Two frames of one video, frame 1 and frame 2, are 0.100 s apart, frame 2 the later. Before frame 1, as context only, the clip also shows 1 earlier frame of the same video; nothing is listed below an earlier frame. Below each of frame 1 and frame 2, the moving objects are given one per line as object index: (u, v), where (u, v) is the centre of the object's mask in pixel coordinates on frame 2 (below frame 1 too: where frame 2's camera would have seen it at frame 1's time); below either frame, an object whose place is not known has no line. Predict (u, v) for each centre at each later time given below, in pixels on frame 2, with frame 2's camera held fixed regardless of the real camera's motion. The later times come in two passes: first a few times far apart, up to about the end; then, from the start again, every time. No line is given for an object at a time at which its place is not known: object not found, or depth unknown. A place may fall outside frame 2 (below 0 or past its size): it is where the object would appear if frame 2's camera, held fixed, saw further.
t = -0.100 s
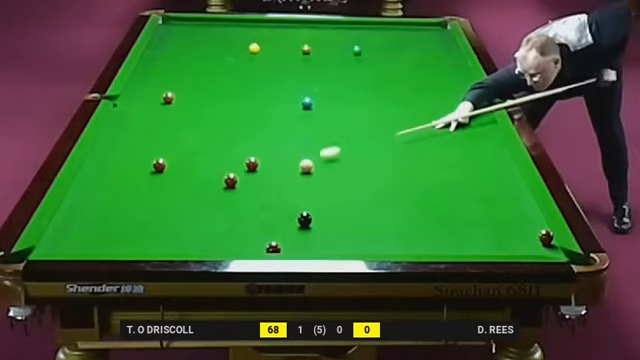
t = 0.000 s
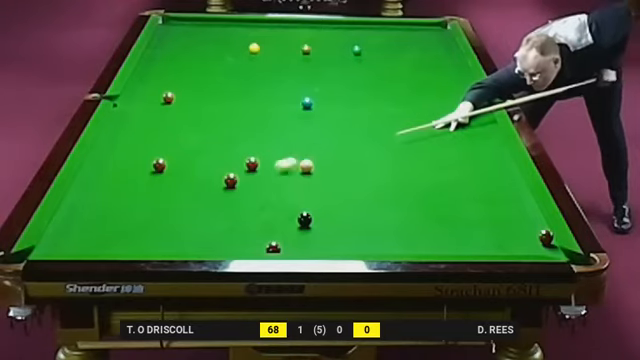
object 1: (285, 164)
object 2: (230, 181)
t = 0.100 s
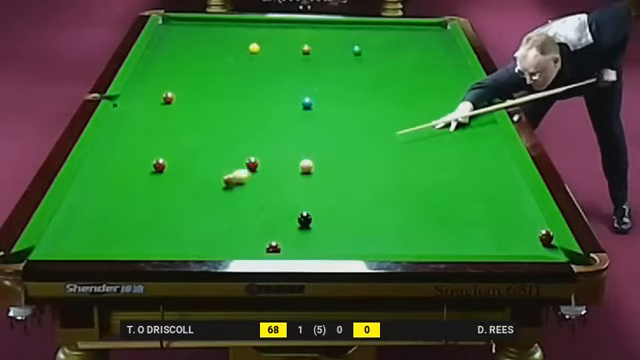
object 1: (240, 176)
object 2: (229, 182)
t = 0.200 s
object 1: (228, 175)
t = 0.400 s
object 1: (194, 176)
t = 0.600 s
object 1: (157, 179)
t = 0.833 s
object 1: (114, 182)
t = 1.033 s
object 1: (78, 185)
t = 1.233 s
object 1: (99, 186)
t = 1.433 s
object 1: (121, 188)
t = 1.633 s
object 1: (141, 189)
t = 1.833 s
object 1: (161, 191)
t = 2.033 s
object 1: (180, 193)
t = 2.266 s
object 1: (200, 194)
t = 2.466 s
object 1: (217, 195)
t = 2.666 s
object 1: (232, 197)
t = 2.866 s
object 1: (246, 198)
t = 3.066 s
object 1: (259, 200)
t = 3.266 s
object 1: (271, 201)
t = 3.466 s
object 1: (282, 202)
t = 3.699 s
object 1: (293, 204)
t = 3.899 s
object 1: (301, 204)
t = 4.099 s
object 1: (309, 205)
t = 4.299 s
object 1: (316, 206)
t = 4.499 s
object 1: (321, 207)
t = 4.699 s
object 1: (326, 208)
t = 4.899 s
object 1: (330, 209)
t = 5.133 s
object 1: (333, 209)
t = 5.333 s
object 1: (334, 210)
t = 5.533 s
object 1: (334, 210)
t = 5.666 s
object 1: (335, 210)
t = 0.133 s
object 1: (236, 176)
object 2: (216, 185)
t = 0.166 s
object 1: (233, 175)
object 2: (204, 190)
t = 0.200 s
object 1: (228, 175)
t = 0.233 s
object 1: (224, 175)
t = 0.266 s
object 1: (218, 175)
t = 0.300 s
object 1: (213, 175)
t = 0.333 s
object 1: (207, 175)
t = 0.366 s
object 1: (200, 176)
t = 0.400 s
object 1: (194, 176)
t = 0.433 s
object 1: (188, 177)
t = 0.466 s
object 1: (182, 177)
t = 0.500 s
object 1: (176, 178)
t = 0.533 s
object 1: (169, 178)
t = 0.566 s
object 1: (163, 179)
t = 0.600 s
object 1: (157, 179)
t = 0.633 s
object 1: (150, 180)
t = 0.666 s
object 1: (144, 180)
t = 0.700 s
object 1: (138, 181)
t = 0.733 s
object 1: (132, 181)
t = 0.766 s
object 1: (126, 182)
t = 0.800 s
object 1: (119, 182)
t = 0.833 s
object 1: (114, 182)
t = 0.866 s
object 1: (107, 183)
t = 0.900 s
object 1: (102, 183)
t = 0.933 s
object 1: (95, 184)
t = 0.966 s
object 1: (89, 184)
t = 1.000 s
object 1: (83, 184)
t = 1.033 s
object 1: (78, 185)
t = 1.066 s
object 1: (79, 185)
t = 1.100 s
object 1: (83, 185)
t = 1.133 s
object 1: (87, 186)
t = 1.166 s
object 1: (91, 186)
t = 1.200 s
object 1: (95, 186)
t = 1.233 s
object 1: (99, 186)
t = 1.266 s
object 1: (103, 187)
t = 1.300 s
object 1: (106, 187)
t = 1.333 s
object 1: (110, 187)
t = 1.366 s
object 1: (114, 187)
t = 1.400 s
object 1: (117, 188)
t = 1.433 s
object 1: (121, 188)
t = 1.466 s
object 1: (124, 188)
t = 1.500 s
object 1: (128, 188)
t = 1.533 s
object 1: (131, 188)
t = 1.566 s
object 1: (135, 189)
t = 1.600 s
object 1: (138, 189)
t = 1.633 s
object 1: (141, 189)
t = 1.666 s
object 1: (145, 190)
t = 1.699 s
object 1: (148, 190)
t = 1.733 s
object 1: (151, 190)
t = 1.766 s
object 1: (155, 191)
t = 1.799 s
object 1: (158, 191)
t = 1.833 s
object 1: (161, 191)
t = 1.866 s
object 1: (165, 191)
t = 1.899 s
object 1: (168, 192)
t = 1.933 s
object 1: (171, 192)
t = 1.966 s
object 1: (174, 192)
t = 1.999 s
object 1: (177, 192)
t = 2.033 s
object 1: (180, 193)
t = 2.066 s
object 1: (183, 193)
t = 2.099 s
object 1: (186, 193)
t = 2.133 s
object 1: (189, 193)
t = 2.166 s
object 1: (192, 193)
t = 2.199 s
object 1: (195, 193)
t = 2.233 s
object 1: (198, 194)
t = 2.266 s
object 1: (200, 194)
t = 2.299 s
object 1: (203, 194)
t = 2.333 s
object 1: (206, 195)
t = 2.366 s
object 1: (209, 195)
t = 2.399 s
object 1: (211, 195)
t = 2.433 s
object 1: (214, 195)
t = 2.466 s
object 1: (217, 195)
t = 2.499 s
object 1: (219, 196)
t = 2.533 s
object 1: (222, 196)
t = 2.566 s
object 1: (224, 196)
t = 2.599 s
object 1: (227, 196)
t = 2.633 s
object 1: (229, 197)
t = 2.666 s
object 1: (232, 197)
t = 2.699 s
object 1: (234, 197)
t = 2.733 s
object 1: (237, 197)
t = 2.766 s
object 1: (239, 197)
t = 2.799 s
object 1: (241, 198)
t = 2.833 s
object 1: (244, 198)
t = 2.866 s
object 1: (246, 198)
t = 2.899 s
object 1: (248, 198)
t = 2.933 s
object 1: (250, 199)
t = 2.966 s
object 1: (252, 199)
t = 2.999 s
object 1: (255, 199)
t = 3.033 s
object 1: (257, 200)
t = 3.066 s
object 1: (259, 200)
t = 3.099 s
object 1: (261, 200)
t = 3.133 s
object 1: (263, 200)
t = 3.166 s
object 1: (265, 200)
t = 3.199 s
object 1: (267, 200)
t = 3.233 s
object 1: (269, 201)
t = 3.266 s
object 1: (271, 201)
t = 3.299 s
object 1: (273, 201)
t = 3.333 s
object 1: (275, 201)
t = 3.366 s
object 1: (276, 201)
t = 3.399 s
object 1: (278, 202)
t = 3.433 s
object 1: (280, 202)
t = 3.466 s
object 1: (282, 202)
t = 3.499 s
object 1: (283, 202)
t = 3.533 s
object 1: (285, 203)
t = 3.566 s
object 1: (287, 203)
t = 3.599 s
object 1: (288, 203)
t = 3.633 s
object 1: (290, 203)
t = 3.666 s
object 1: (292, 203)
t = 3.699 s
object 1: (293, 204)
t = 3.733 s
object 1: (294, 203)
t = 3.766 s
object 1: (296, 204)
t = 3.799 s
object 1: (297, 204)
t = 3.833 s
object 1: (298, 204)
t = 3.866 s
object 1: (300, 204)
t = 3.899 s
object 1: (301, 204)
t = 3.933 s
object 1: (303, 204)
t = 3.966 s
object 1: (304, 204)
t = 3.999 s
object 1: (306, 204)
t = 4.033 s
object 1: (307, 204)
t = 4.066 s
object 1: (308, 204)
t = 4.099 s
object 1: (309, 205)
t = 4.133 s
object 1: (310, 205)
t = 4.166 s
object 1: (311, 205)
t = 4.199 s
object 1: (313, 206)
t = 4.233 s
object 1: (314, 206)
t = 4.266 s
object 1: (315, 206)
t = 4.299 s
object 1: (316, 206)
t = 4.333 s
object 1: (317, 206)
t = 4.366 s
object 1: (318, 207)
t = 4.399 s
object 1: (319, 207)
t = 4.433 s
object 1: (320, 207)
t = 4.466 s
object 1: (321, 207)
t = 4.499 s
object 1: (321, 207)
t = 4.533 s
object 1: (322, 207)
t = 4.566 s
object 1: (323, 208)
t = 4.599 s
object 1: (324, 207)
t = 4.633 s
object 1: (325, 208)
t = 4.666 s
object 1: (326, 208)
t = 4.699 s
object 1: (326, 208)
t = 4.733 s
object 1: (327, 208)
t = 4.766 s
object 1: (327, 208)
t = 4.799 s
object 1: (328, 208)
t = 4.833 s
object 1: (329, 208)
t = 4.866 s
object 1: (329, 208)
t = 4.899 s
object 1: (330, 209)
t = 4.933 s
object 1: (330, 209)
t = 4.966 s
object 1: (331, 209)
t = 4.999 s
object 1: (331, 209)
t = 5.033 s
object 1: (332, 209)
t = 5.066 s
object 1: (332, 209)
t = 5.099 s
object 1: (332, 209)
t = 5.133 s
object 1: (333, 209)
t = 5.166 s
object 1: (333, 209)
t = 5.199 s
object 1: (333, 209)
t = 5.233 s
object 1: (333, 210)
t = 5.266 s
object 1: (334, 210)
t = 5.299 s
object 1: (334, 210)
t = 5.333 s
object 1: (334, 210)
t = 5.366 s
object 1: (334, 210)
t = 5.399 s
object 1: (334, 210)
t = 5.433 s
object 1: (334, 210)
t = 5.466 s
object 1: (335, 210)
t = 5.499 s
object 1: (335, 210)
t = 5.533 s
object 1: (334, 210)
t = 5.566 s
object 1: (334, 210)
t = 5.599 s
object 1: (335, 210)
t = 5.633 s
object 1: (335, 210)
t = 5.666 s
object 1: (335, 210)
